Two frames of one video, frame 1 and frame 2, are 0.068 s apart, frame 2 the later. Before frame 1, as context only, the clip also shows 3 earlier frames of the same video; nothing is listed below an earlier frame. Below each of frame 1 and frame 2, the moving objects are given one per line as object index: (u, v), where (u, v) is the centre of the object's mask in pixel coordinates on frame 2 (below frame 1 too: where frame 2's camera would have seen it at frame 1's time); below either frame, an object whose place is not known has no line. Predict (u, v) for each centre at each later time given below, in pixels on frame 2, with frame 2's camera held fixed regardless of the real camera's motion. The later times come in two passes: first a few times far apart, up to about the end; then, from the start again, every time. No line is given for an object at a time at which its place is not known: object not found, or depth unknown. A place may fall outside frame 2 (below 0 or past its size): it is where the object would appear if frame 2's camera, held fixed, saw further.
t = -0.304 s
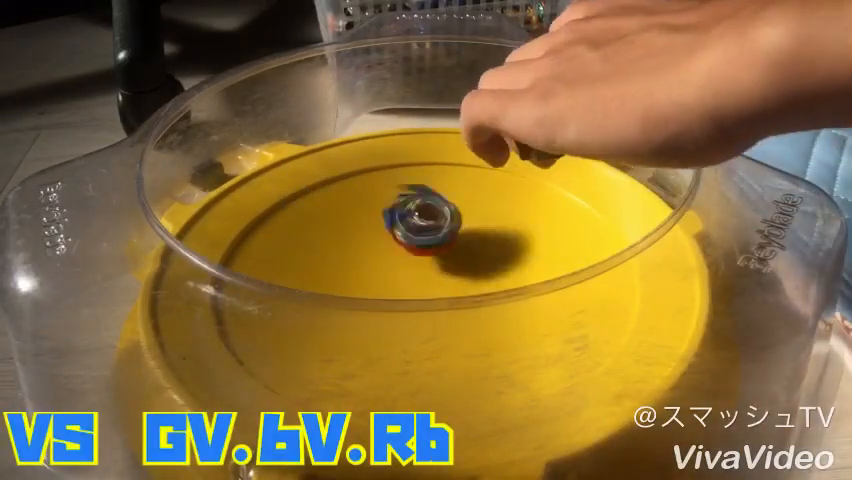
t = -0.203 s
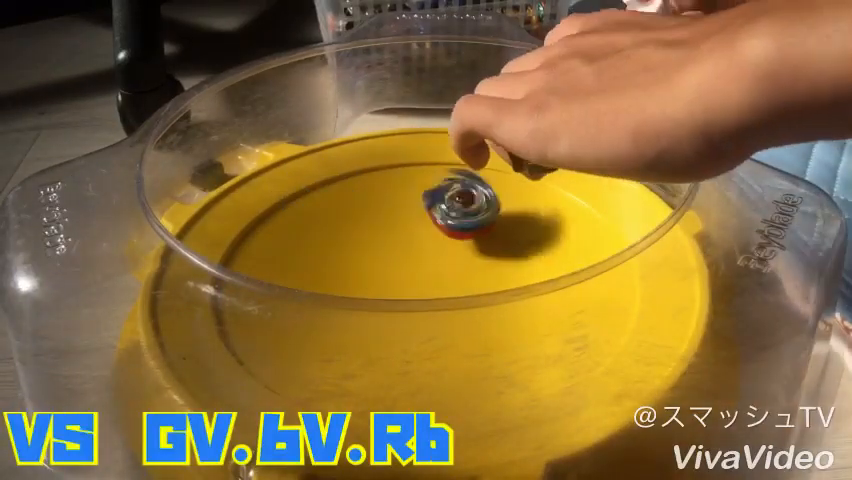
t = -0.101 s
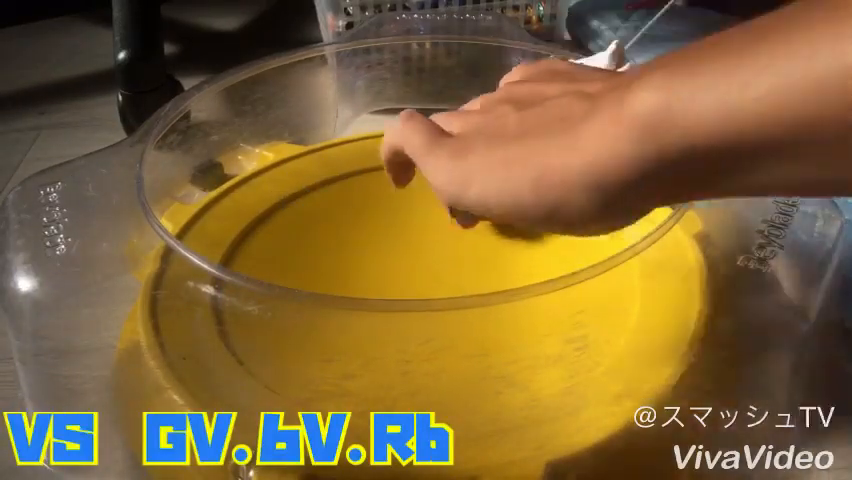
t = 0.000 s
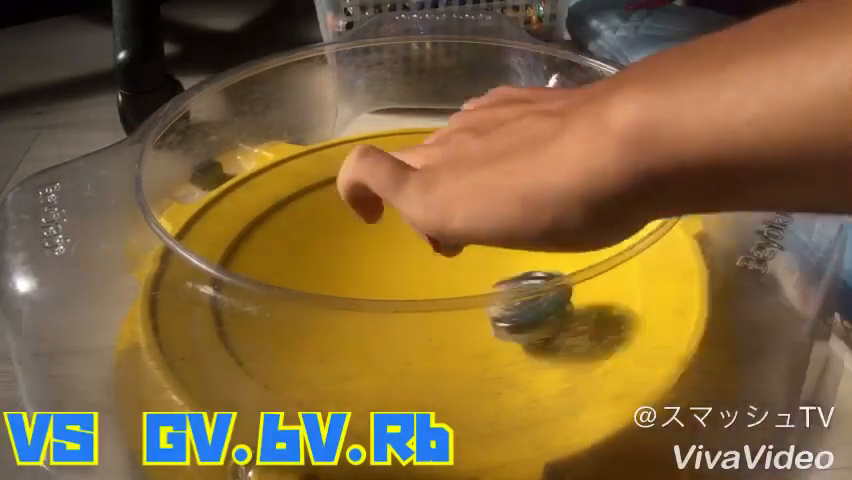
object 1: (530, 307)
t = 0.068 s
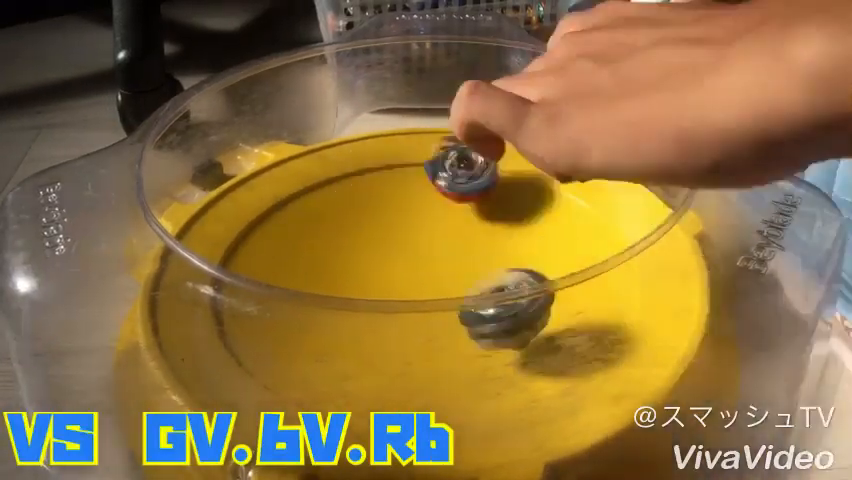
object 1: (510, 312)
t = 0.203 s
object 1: (438, 341)
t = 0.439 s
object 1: (345, 336)
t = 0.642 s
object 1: (347, 313)
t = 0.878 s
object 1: (414, 307)
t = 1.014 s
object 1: (430, 311)
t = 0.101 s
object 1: (492, 331)
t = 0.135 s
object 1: (474, 332)
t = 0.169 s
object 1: (459, 341)
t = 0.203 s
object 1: (438, 341)
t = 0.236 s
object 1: (425, 344)
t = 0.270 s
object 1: (403, 347)
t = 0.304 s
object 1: (390, 346)
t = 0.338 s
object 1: (372, 346)
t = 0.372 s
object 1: (363, 343)
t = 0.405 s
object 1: (353, 340)
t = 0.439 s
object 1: (345, 336)
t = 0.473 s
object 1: (346, 330)
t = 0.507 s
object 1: (340, 328)
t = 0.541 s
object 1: (338, 321)
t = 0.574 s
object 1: (342, 319)
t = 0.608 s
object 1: (344, 316)
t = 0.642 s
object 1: (347, 313)
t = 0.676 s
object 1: (357, 308)
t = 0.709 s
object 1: (368, 308)
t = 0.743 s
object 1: (374, 307)
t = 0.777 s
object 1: (383, 306)
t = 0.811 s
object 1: (394, 305)
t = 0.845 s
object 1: (405, 305)
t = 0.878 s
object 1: (414, 307)
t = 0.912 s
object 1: (418, 307)
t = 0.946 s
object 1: (420, 309)
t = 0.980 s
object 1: (424, 312)
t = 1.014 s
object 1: (430, 311)
